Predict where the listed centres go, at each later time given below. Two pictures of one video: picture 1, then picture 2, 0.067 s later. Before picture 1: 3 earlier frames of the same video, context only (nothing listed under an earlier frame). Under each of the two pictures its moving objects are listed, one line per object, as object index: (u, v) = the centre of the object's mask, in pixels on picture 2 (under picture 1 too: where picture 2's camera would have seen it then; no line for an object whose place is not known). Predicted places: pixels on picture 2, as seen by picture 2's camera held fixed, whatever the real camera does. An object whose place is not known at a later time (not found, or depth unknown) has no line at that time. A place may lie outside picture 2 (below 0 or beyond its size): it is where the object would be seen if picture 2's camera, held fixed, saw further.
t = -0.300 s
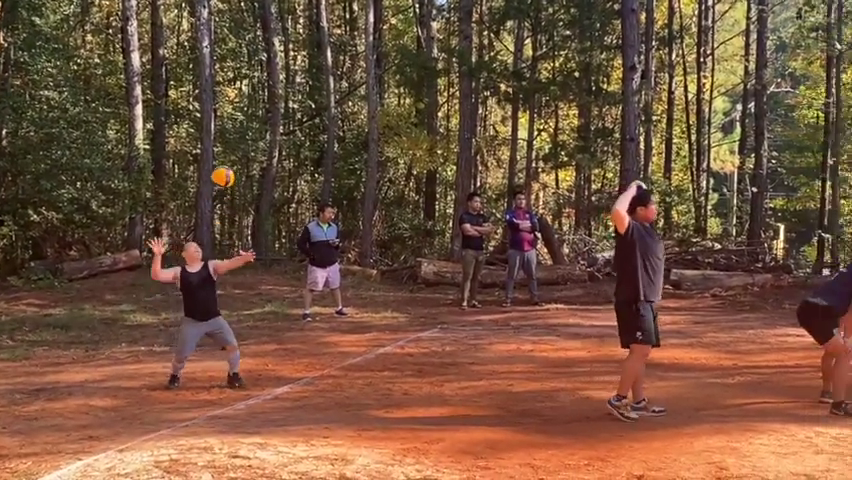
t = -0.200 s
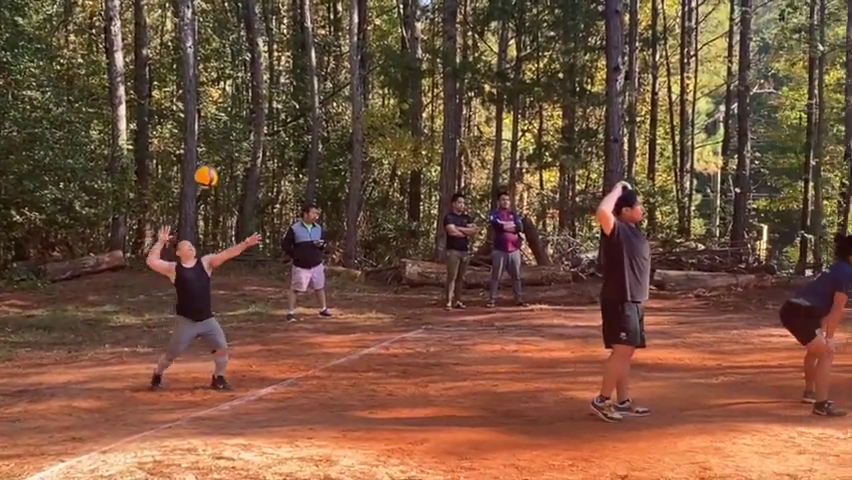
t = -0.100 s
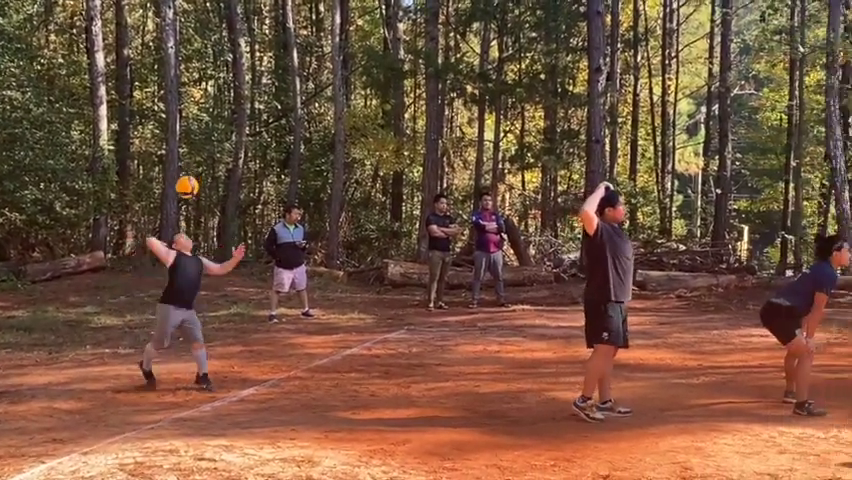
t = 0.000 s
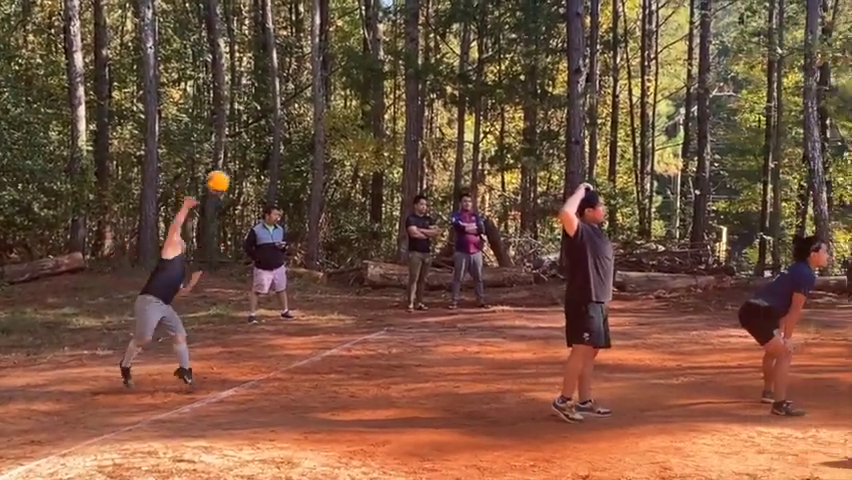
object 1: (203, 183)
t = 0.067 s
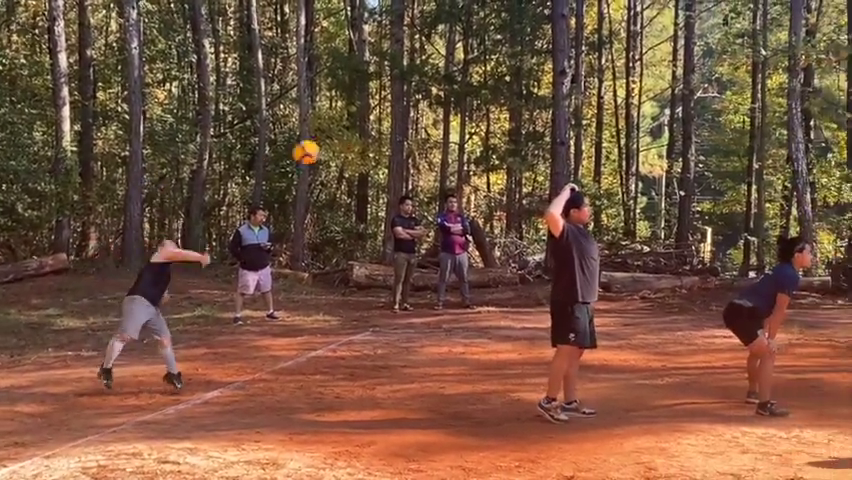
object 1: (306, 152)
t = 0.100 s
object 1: (358, 140)
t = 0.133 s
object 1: (409, 127)
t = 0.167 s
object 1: (463, 115)
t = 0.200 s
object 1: (517, 105)
